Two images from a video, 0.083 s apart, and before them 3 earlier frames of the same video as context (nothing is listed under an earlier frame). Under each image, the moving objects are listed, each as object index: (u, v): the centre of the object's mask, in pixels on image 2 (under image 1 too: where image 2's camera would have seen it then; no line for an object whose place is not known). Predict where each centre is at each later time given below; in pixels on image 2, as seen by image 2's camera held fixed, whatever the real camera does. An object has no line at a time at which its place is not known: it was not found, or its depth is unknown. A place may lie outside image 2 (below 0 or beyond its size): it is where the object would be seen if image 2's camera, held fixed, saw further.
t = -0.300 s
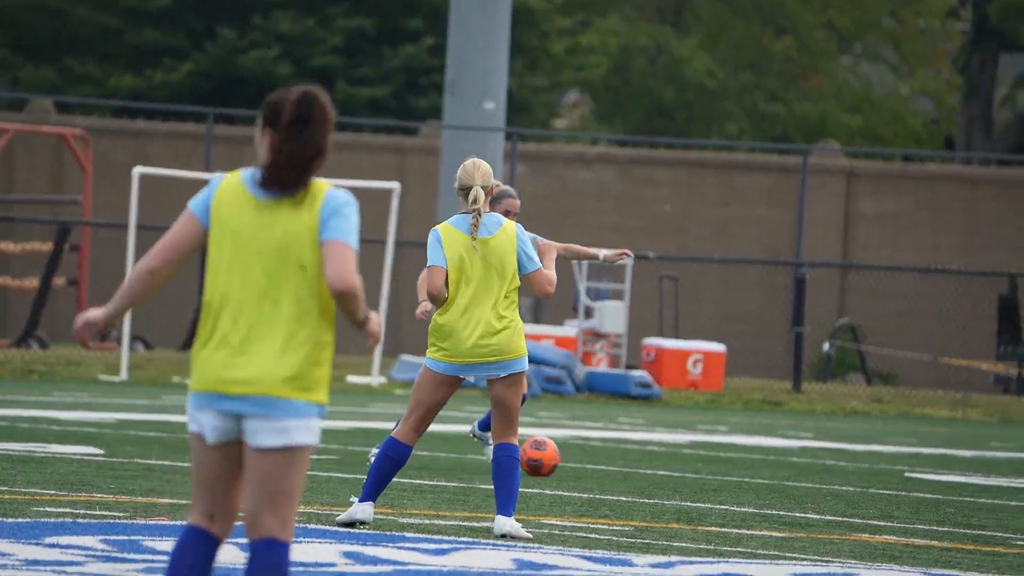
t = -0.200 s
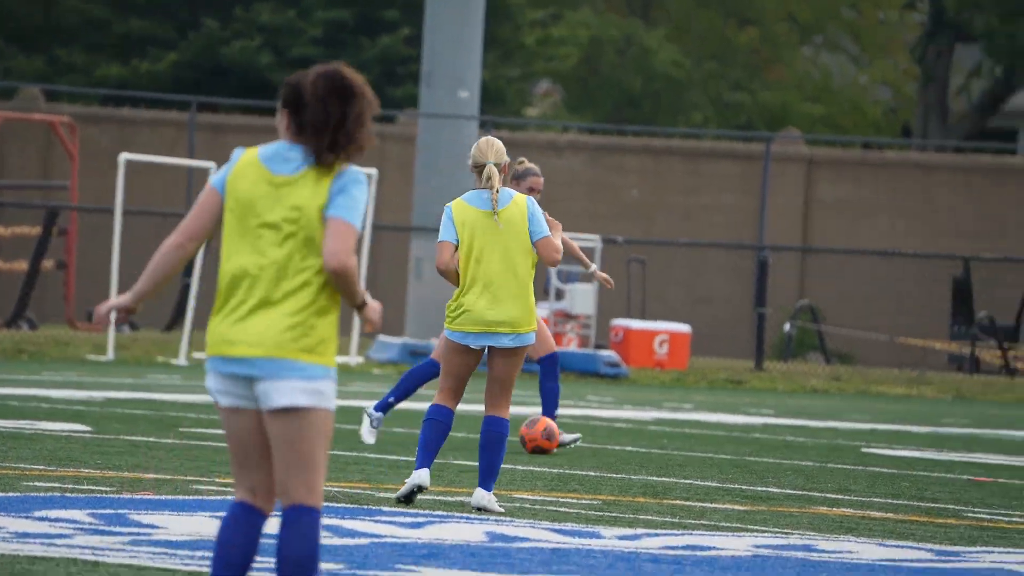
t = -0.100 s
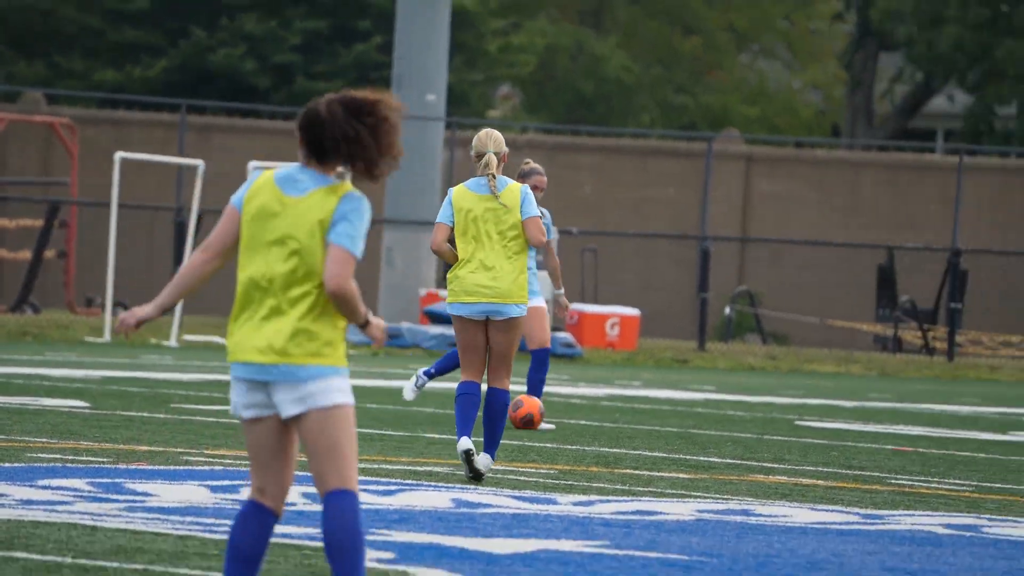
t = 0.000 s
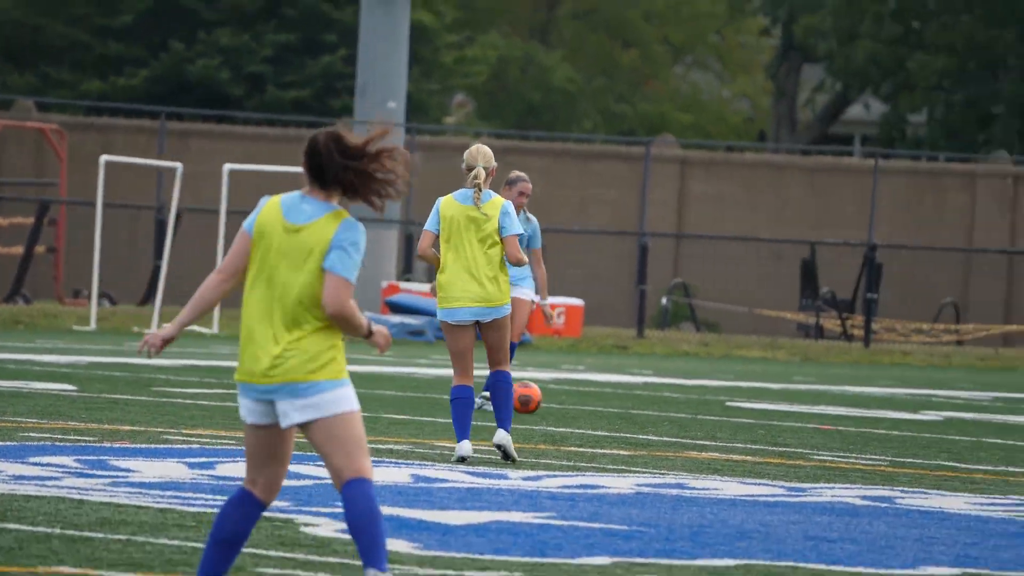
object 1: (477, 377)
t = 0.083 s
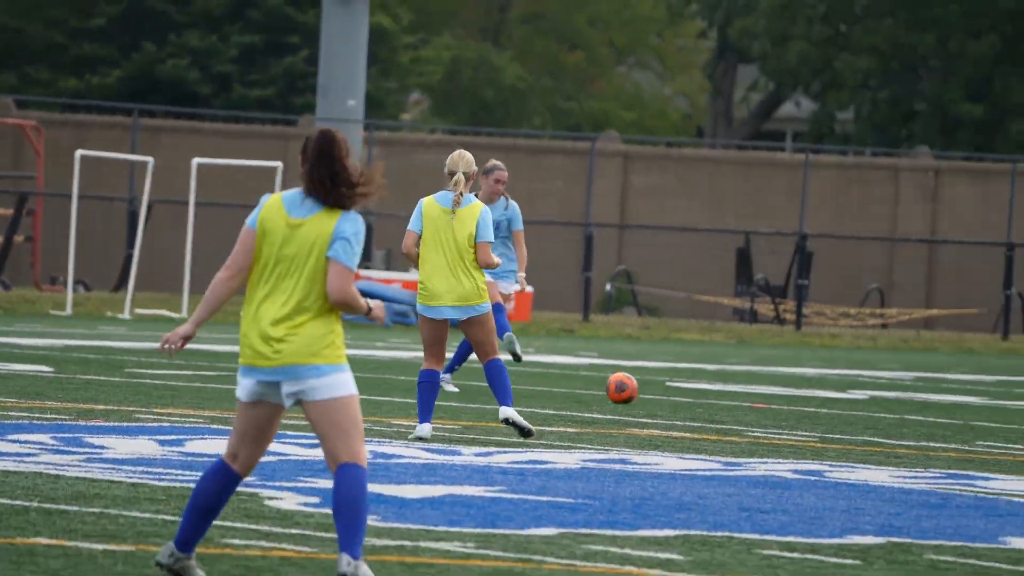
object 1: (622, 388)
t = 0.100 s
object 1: (651, 391)
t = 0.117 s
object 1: (680, 393)
